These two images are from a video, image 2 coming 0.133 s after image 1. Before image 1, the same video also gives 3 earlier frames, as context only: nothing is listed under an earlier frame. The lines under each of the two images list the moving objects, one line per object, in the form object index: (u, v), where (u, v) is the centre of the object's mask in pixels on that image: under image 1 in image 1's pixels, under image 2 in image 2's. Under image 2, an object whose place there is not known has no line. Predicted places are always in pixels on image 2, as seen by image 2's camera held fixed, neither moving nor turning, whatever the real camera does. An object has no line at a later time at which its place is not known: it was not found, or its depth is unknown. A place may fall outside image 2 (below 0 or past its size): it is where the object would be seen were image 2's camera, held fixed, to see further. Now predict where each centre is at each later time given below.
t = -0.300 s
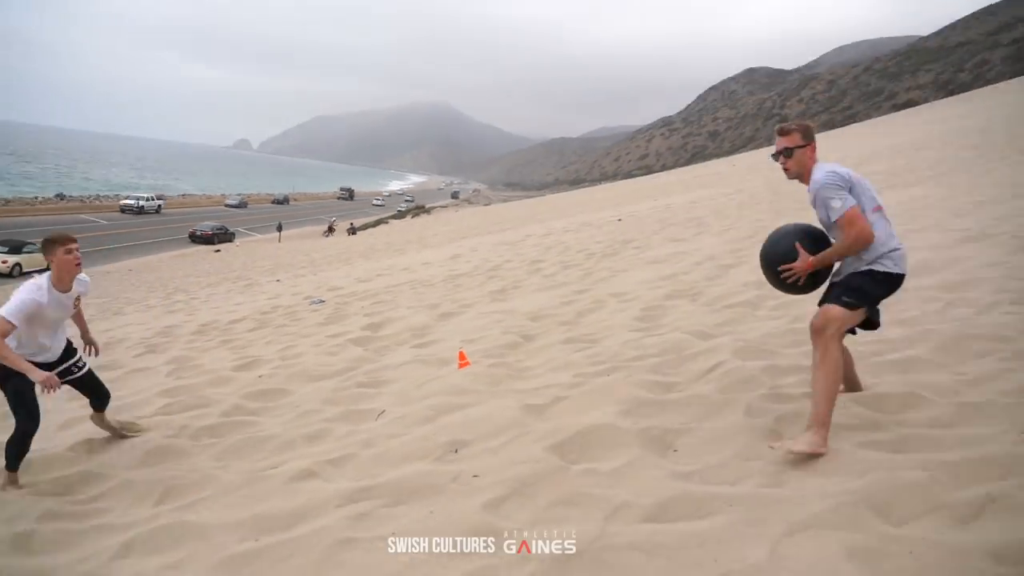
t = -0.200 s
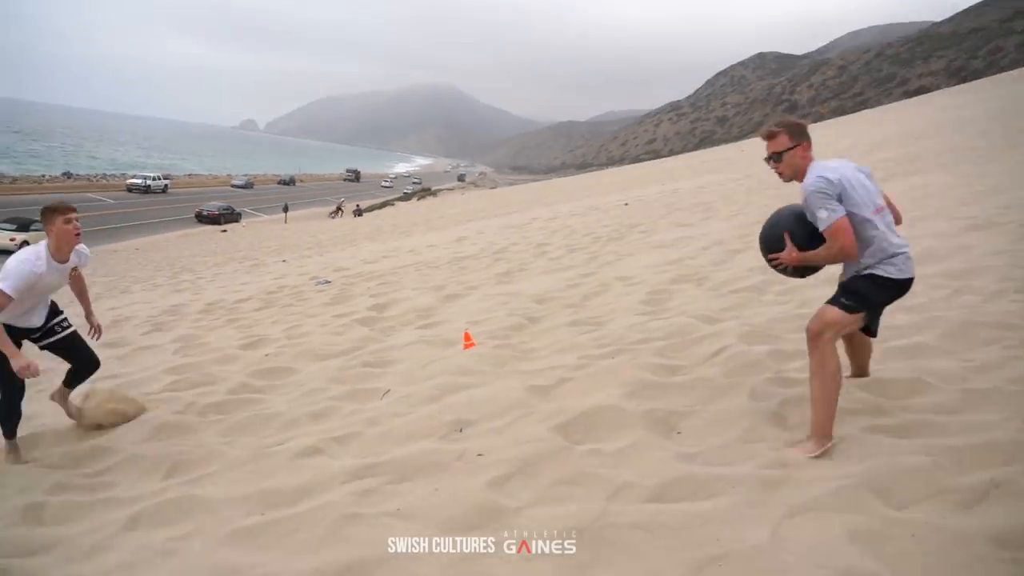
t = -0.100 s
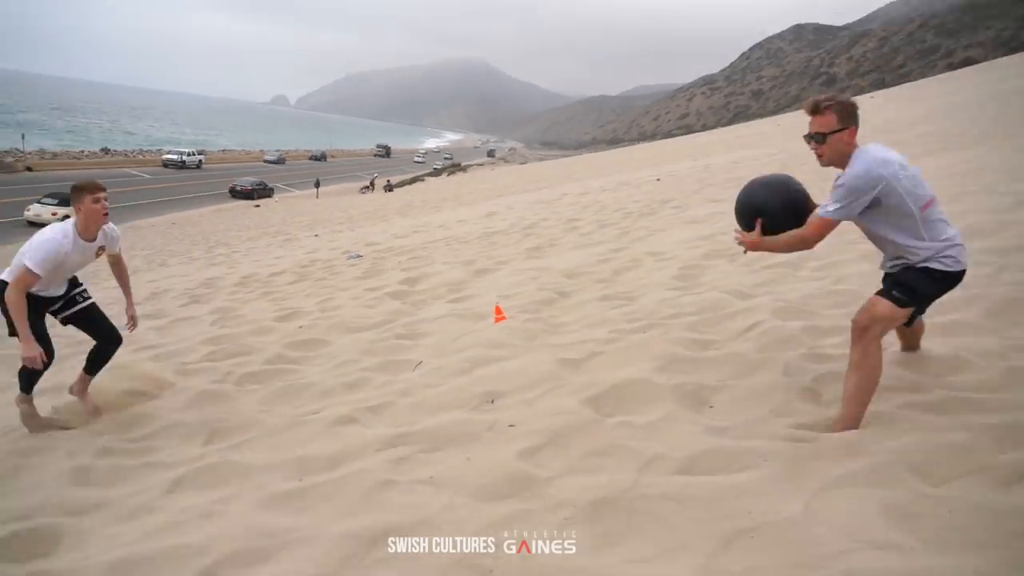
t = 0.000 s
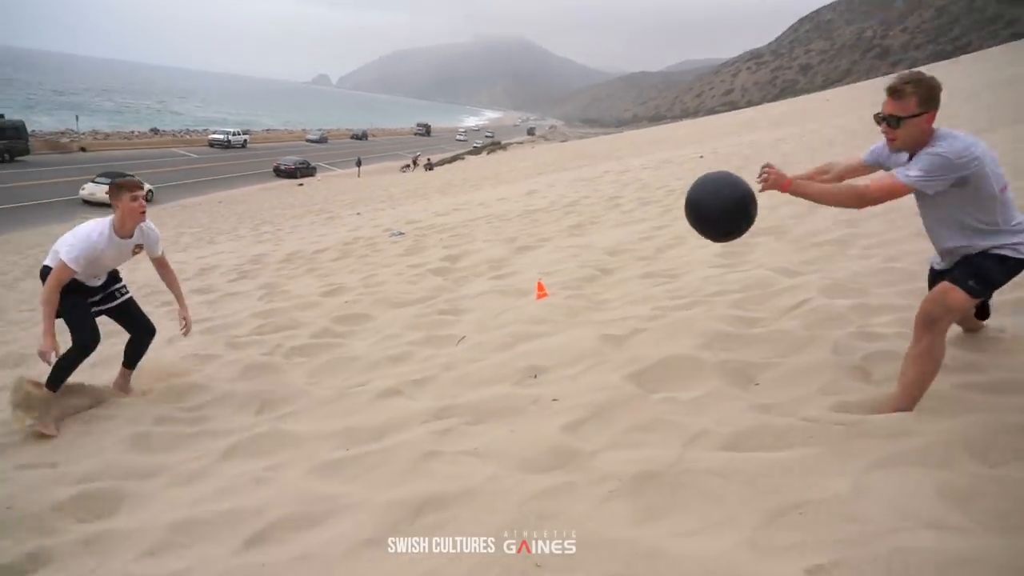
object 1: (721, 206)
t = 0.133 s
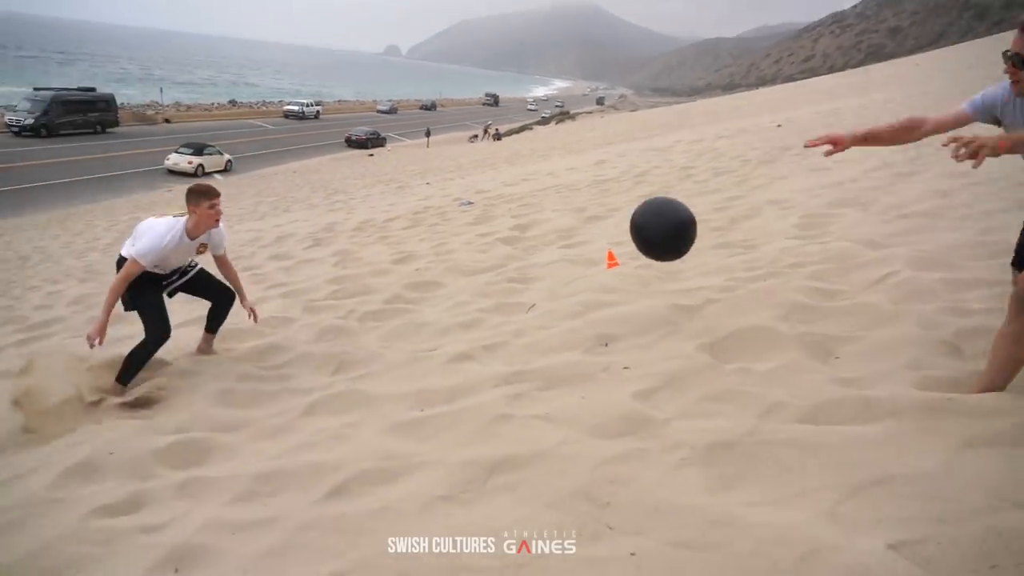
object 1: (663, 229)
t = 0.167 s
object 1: (632, 245)
